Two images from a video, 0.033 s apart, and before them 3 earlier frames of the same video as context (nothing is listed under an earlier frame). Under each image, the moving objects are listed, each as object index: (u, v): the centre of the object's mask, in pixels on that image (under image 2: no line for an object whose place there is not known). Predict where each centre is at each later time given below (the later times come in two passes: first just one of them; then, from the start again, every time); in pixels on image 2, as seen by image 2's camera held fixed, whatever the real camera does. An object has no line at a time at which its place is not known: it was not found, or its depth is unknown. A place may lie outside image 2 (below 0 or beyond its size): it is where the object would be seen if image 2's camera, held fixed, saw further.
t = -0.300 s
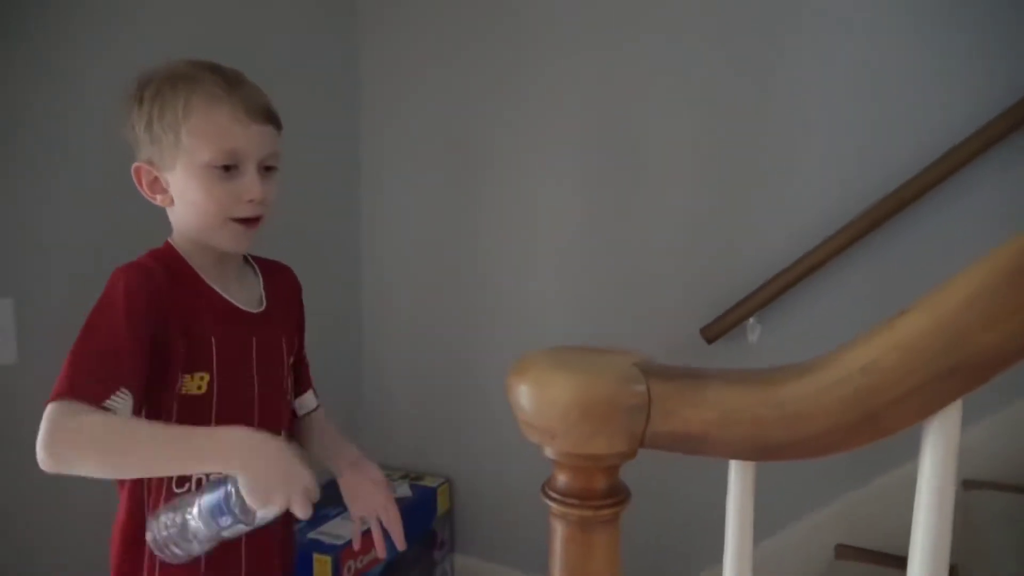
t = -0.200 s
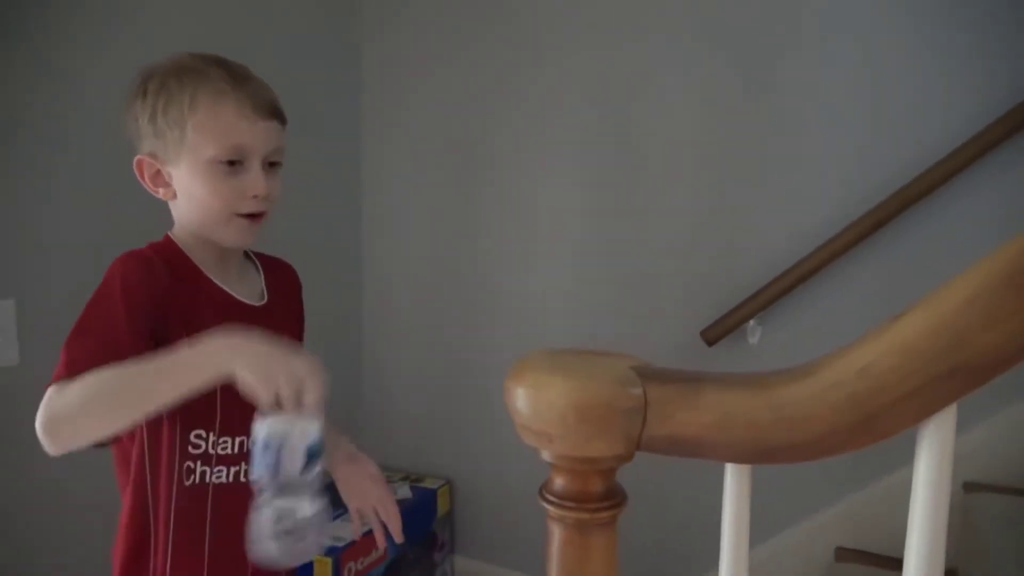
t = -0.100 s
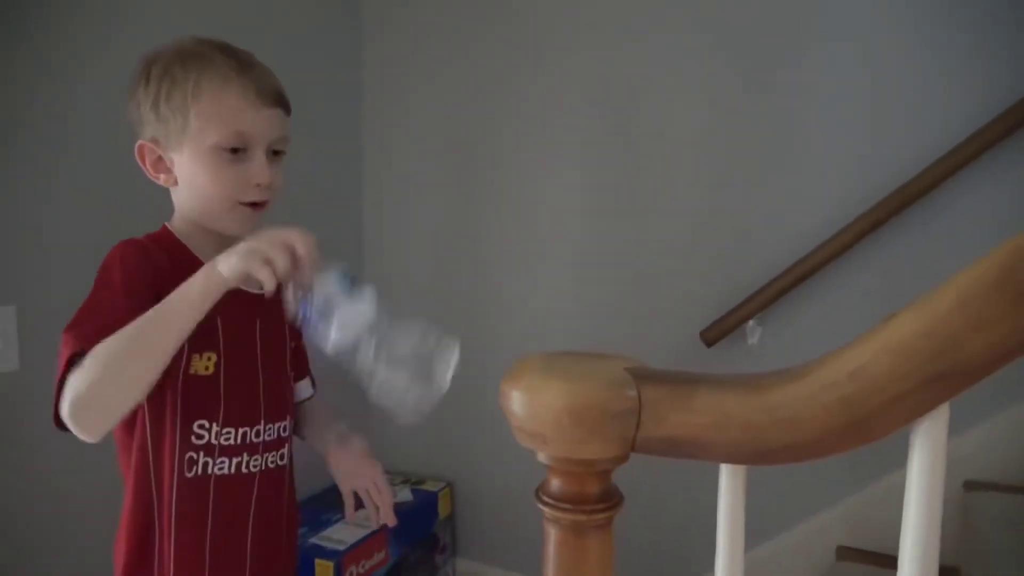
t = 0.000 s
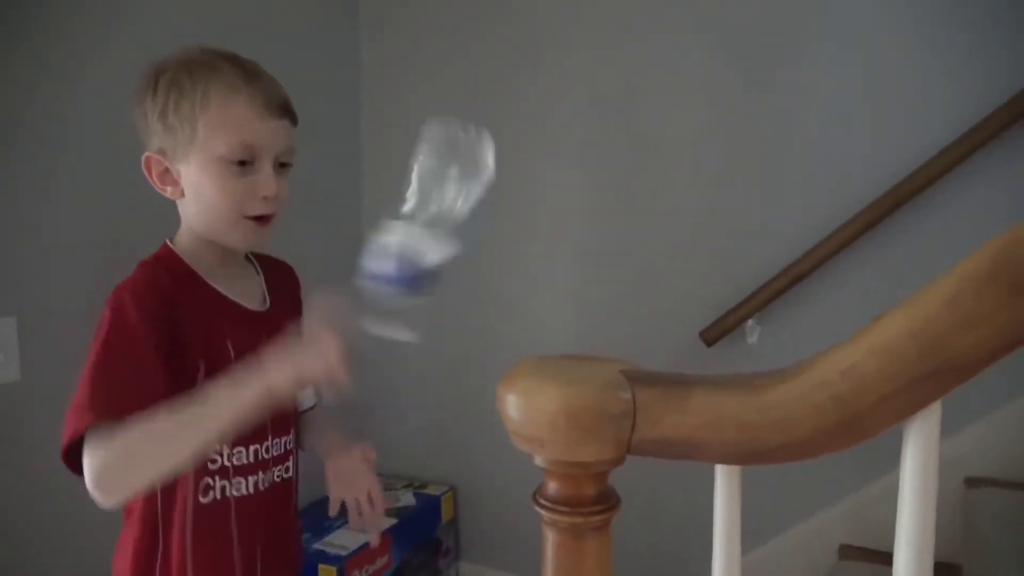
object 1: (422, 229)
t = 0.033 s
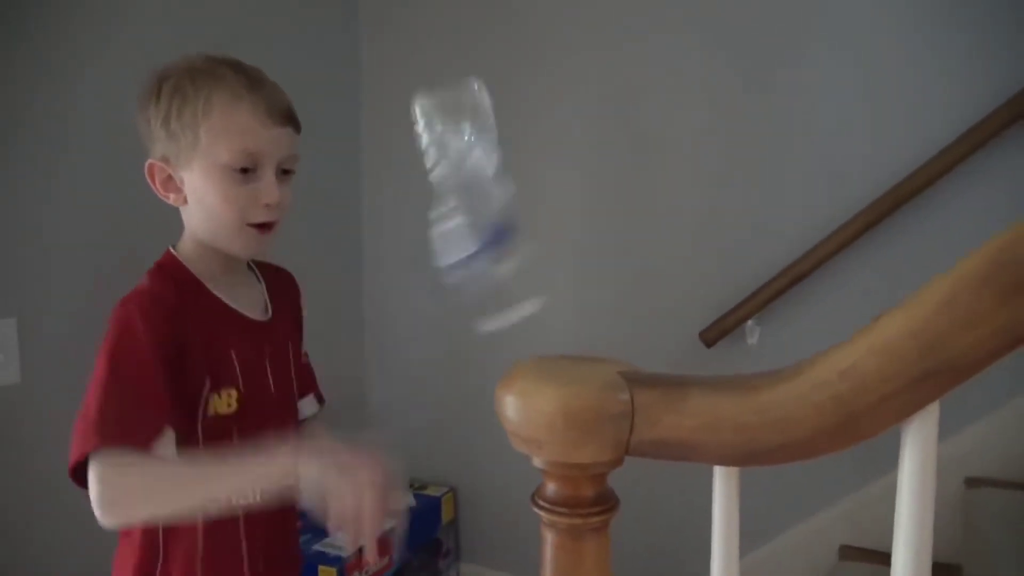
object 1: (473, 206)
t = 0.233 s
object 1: (529, 137)
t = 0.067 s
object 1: (524, 155)
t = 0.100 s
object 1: (546, 95)
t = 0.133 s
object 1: (530, 70)
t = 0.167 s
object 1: (514, 88)
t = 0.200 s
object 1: (521, 107)
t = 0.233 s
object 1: (529, 137)
